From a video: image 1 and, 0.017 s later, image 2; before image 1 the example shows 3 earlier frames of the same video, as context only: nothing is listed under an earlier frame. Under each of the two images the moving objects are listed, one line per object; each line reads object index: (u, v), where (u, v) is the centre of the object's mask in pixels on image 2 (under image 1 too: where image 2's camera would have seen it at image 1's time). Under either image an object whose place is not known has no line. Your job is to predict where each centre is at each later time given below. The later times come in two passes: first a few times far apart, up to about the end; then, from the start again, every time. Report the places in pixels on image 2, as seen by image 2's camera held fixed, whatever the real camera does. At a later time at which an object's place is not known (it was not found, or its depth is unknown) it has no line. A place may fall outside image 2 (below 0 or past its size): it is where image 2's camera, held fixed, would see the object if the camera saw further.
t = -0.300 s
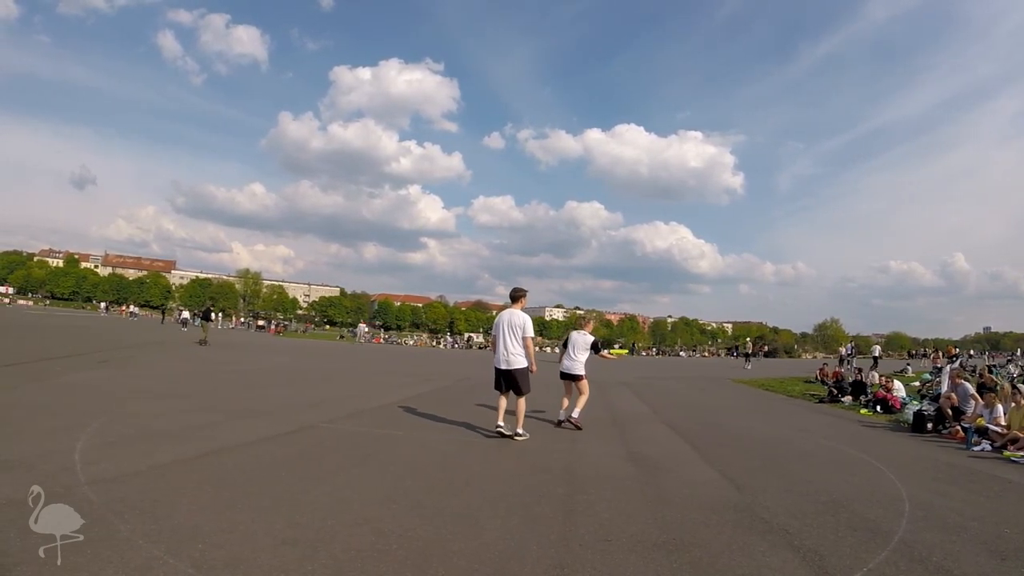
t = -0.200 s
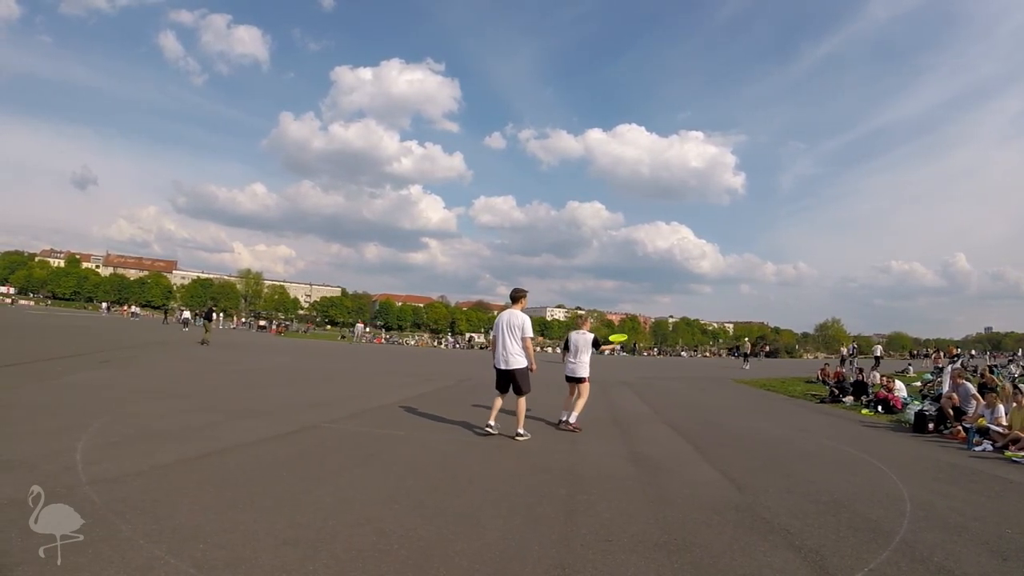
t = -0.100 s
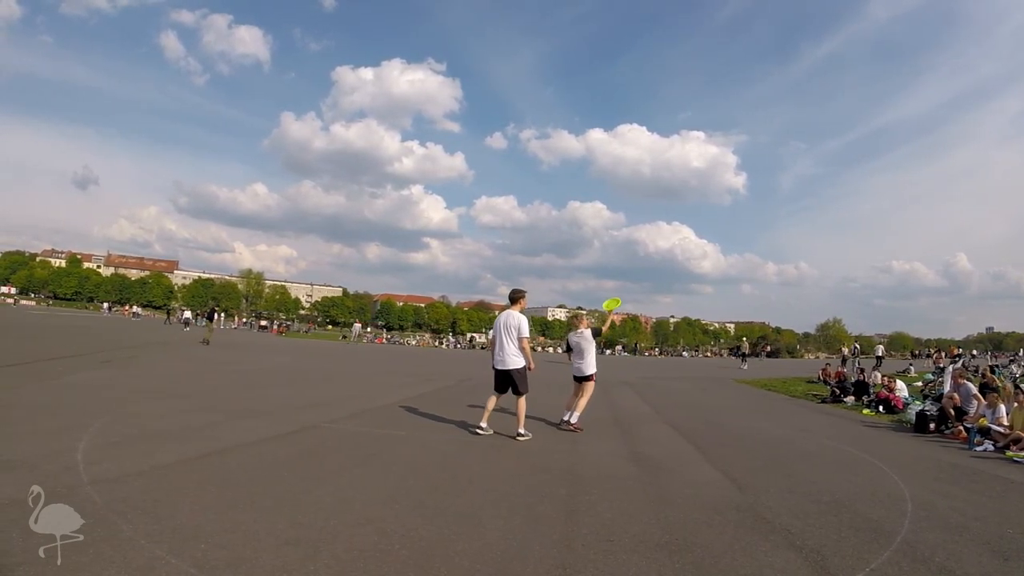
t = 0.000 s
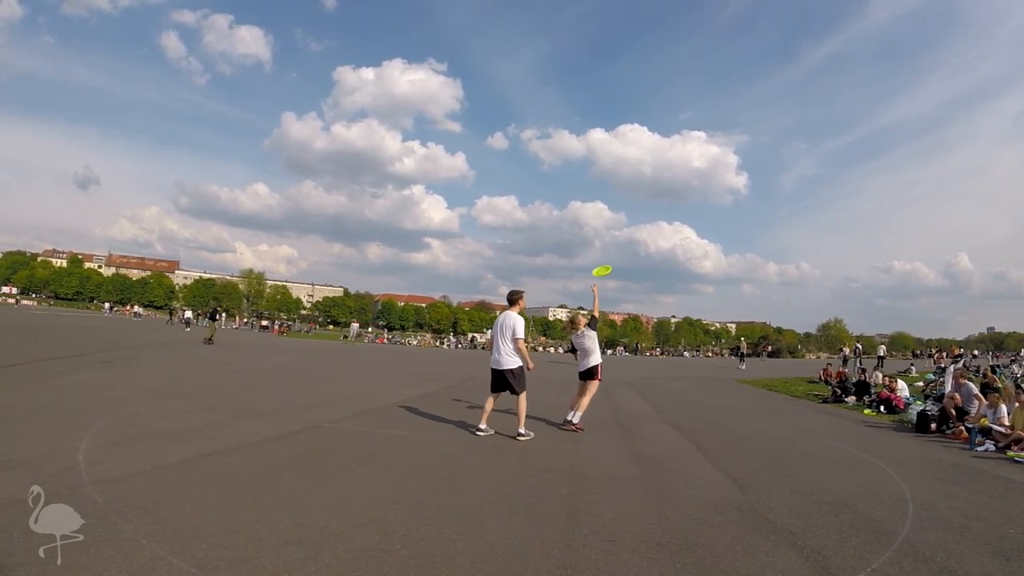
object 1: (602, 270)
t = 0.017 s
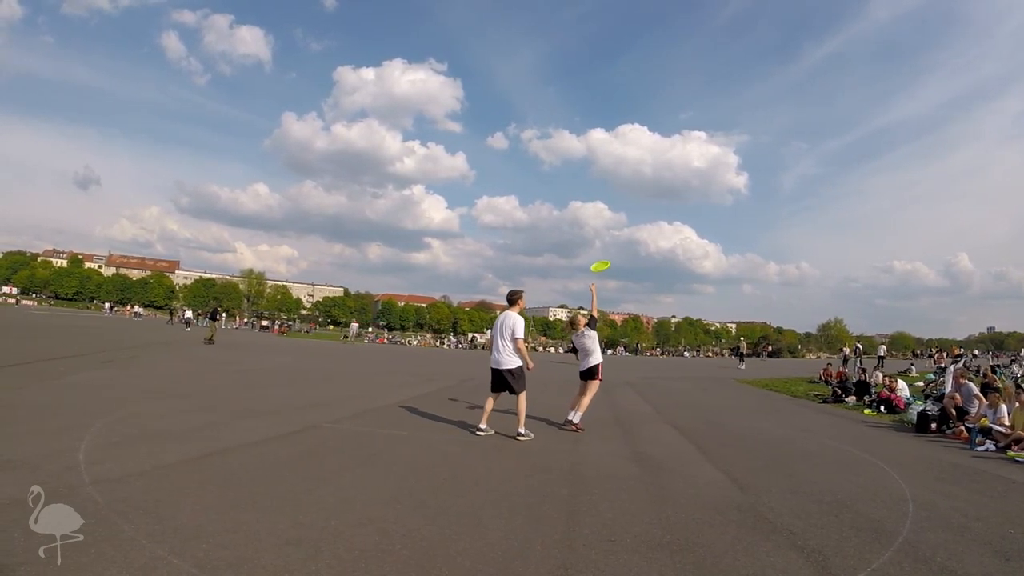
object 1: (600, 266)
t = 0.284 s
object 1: (569, 224)
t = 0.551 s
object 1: (533, 243)
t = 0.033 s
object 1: (598, 262)
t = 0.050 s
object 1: (596, 257)
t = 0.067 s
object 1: (594, 253)
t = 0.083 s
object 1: (593, 249)
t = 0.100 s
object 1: (591, 246)
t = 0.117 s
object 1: (589, 243)
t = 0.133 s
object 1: (587, 240)
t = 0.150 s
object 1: (585, 237)
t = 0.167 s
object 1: (583, 235)
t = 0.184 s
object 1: (581, 232)
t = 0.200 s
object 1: (579, 231)
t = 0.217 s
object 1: (577, 229)
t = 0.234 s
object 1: (575, 227)
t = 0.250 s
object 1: (573, 226)
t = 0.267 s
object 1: (571, 225)
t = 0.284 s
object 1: (569, 224)
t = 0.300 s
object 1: (567, 223)
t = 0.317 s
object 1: (565, 223)
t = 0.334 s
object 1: (563, 223)
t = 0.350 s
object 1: (561, 223)
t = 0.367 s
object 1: (559, 224)
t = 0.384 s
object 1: (557, 224)
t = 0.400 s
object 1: (554, 225)
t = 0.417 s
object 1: (552, 226)
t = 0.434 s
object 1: (550, 228)
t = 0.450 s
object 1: (547, 229)
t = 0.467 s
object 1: (545, 231)
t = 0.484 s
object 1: (543, 233)
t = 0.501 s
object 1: (540, 235)
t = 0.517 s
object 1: (538, 237)
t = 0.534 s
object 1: (535, 240)
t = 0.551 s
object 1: (533, 243)
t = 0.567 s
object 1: (530, 246)
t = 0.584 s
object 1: (527, 249)
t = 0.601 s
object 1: (525, 253)
